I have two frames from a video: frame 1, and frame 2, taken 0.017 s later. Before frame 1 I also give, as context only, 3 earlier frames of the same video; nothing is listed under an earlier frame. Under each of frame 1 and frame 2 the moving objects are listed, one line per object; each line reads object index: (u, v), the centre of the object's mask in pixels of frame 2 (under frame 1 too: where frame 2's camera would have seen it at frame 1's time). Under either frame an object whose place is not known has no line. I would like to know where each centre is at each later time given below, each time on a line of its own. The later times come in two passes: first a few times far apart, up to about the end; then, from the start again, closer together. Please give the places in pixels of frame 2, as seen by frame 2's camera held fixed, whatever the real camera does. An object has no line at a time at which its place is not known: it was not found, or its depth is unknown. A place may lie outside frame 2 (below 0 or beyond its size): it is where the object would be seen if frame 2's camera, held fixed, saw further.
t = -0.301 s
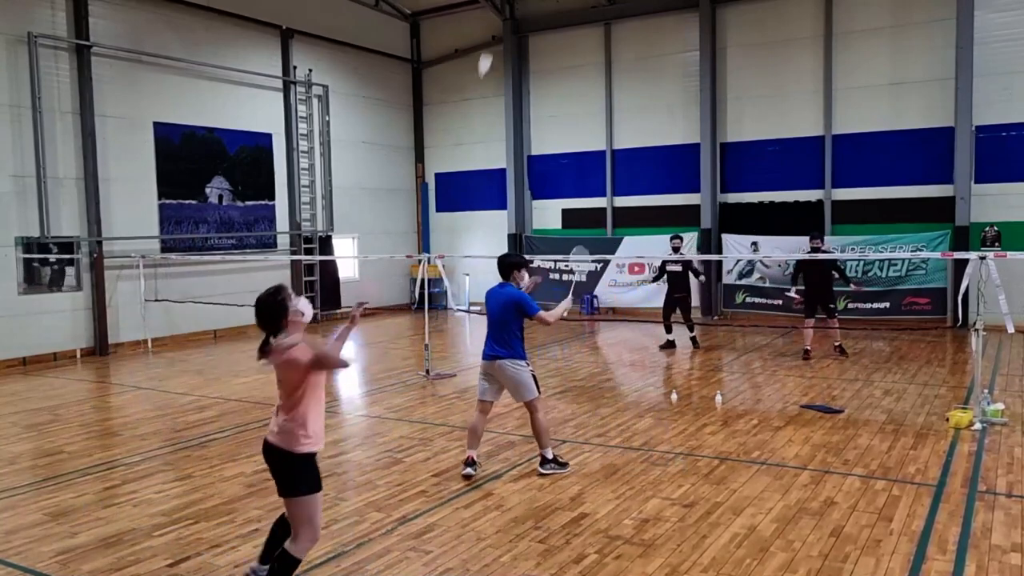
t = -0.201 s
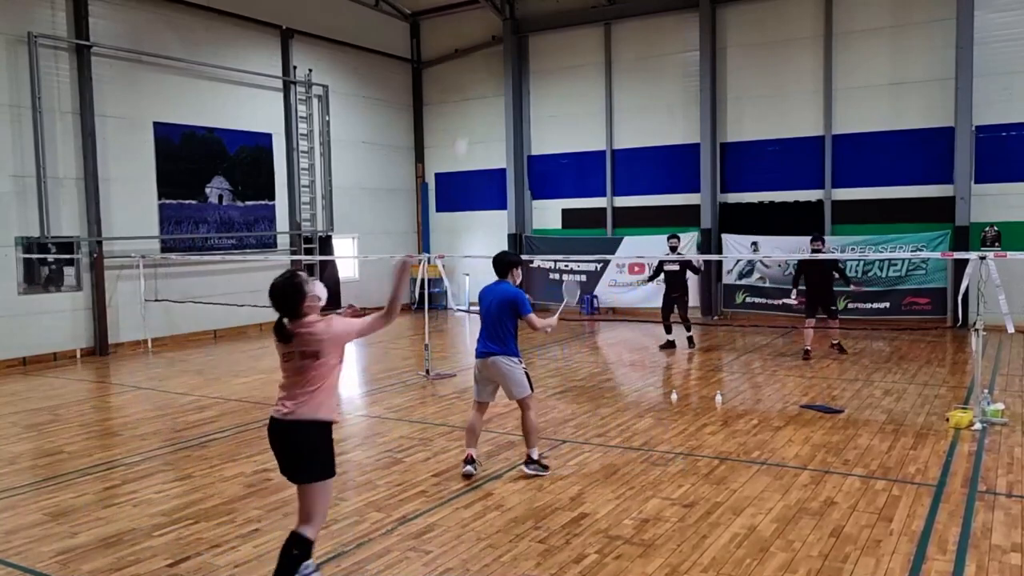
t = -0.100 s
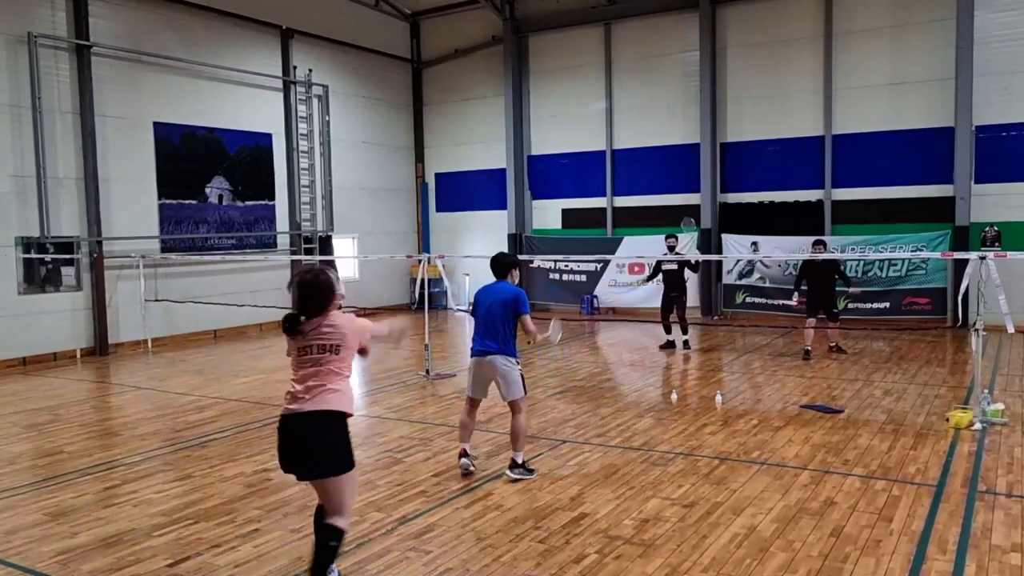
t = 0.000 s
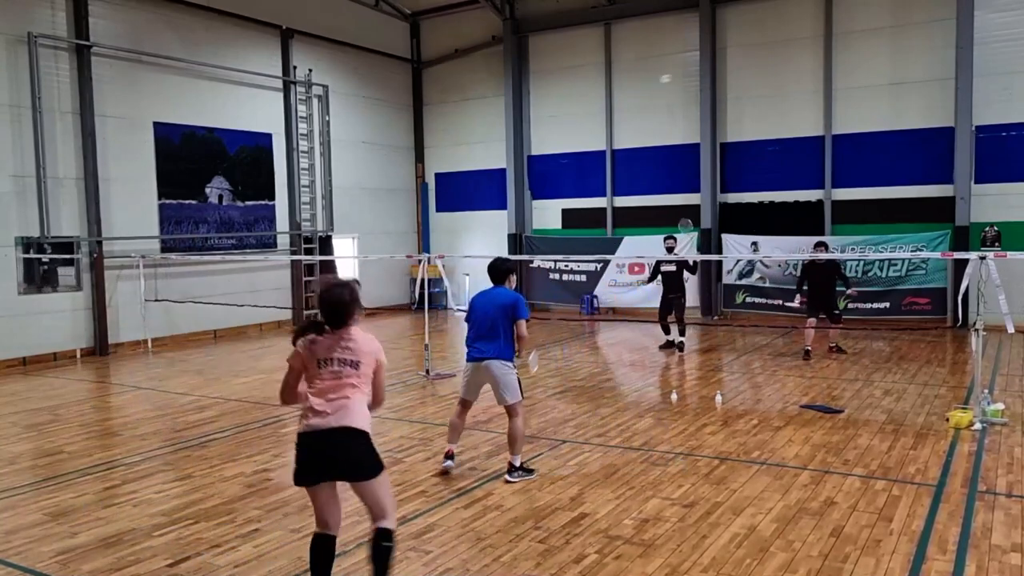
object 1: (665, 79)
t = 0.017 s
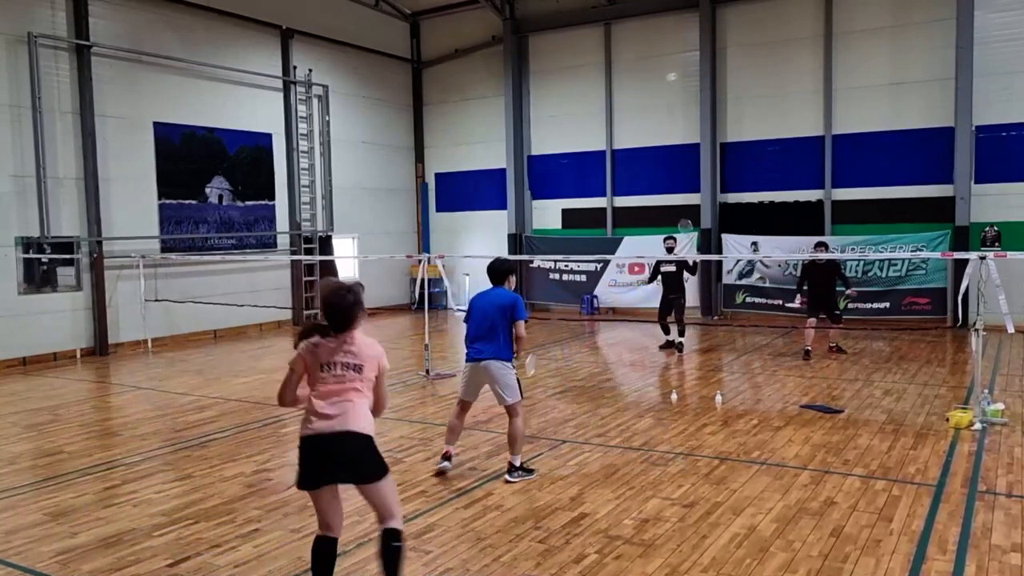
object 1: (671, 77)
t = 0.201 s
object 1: (715, 77)
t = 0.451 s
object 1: (741, 109)
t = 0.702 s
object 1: (757, 162)
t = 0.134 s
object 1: (703, 73)
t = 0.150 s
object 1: (707, 74)
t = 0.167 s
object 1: (710, 75)
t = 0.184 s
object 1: (713, 76)
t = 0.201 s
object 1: (715, 77)
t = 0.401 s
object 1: (737, 100)
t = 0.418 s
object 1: (739, 103)
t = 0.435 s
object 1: (740, 106)
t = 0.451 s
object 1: (741, 109)
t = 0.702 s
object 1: (757, 162)
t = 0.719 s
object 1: (757, 166)
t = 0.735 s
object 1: (758, 170)
